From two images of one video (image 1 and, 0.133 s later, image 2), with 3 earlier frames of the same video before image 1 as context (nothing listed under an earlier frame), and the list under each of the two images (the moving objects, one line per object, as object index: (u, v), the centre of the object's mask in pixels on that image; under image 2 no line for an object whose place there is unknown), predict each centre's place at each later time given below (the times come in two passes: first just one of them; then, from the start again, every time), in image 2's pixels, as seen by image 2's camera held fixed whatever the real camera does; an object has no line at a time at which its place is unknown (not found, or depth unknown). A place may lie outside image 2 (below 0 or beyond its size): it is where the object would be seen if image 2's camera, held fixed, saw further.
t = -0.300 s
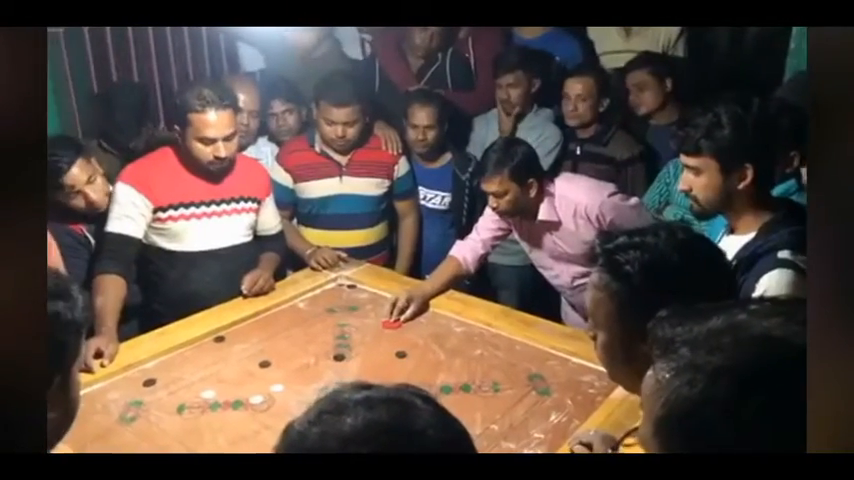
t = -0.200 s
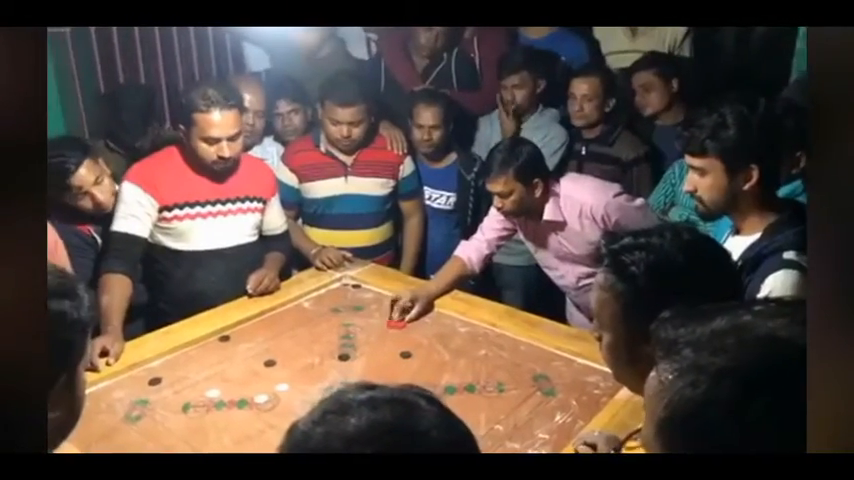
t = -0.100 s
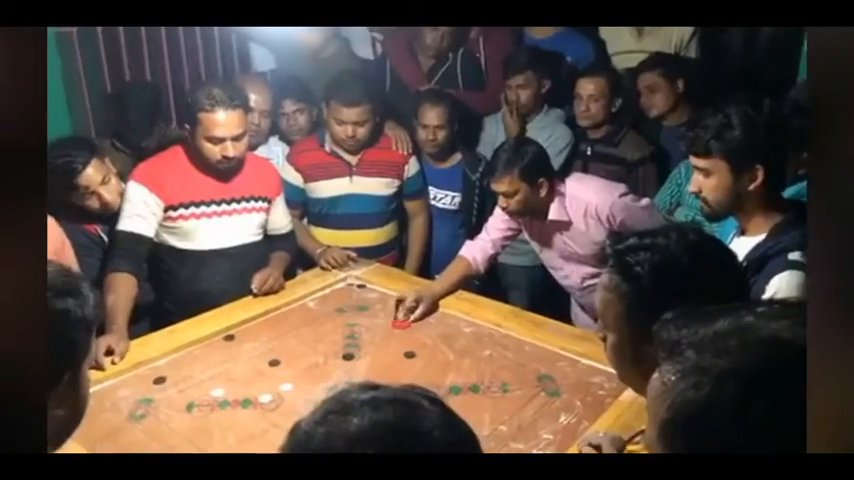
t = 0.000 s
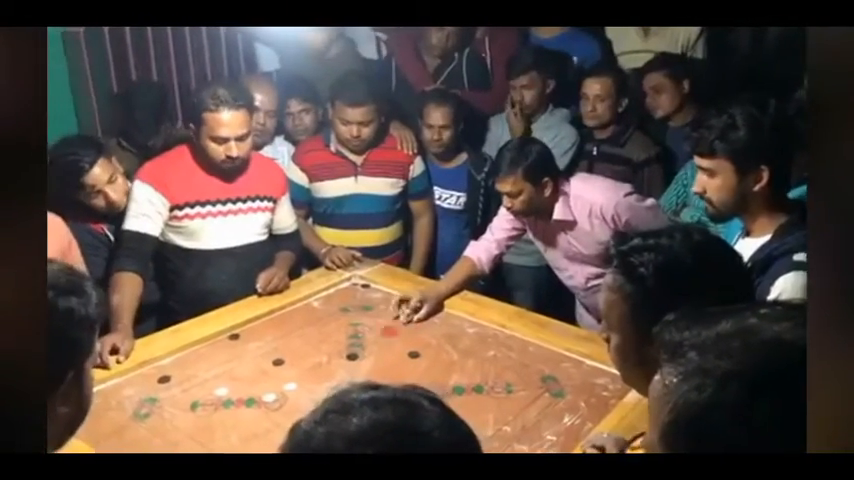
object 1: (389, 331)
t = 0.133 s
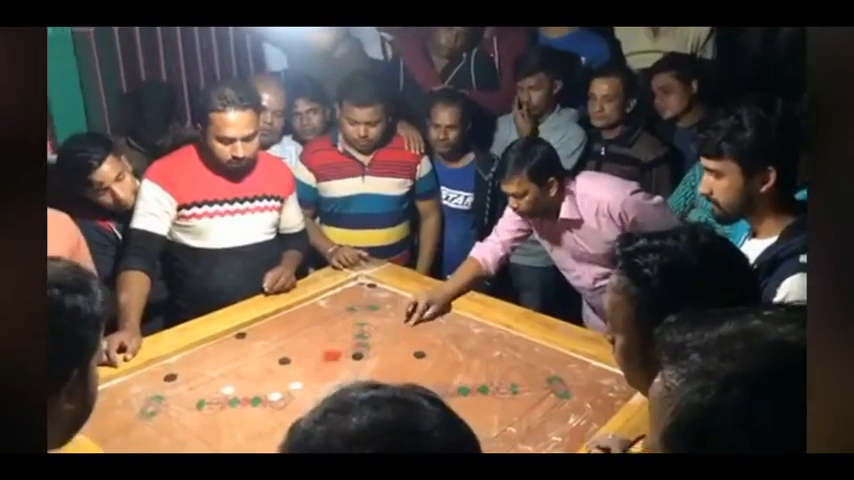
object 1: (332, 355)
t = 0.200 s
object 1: (299, 368)
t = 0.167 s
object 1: (315, 362)
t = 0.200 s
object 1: (299, 368)
